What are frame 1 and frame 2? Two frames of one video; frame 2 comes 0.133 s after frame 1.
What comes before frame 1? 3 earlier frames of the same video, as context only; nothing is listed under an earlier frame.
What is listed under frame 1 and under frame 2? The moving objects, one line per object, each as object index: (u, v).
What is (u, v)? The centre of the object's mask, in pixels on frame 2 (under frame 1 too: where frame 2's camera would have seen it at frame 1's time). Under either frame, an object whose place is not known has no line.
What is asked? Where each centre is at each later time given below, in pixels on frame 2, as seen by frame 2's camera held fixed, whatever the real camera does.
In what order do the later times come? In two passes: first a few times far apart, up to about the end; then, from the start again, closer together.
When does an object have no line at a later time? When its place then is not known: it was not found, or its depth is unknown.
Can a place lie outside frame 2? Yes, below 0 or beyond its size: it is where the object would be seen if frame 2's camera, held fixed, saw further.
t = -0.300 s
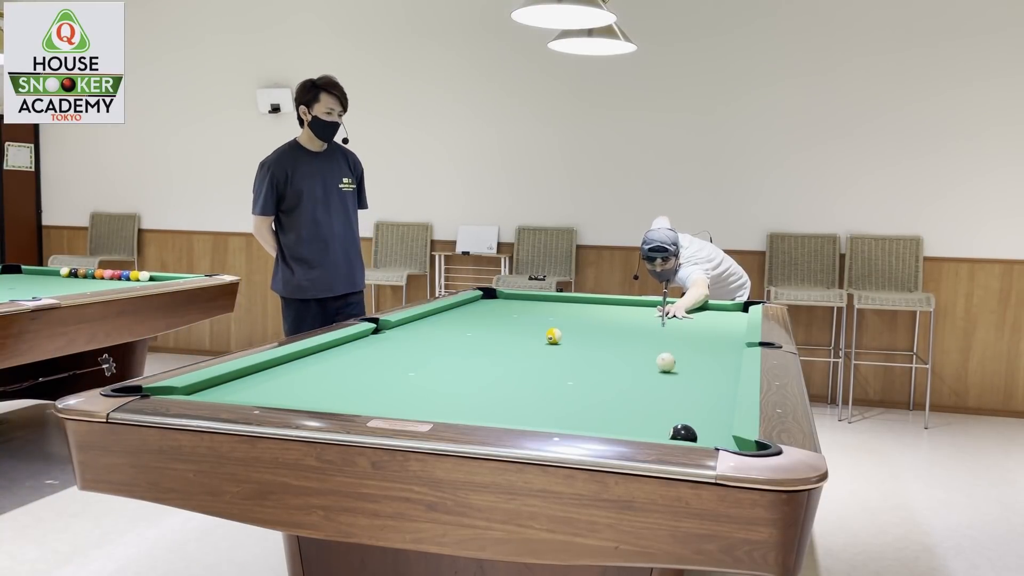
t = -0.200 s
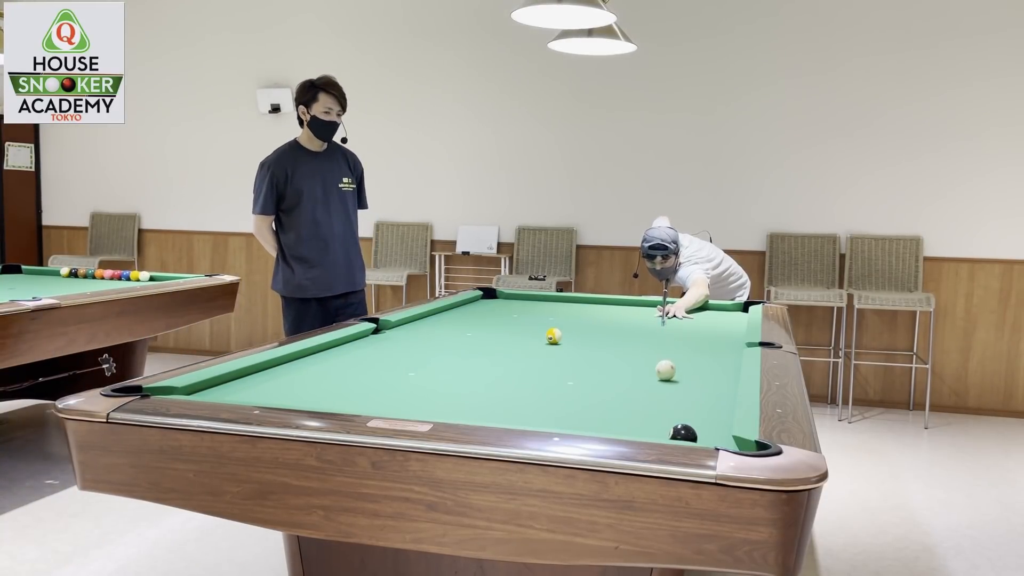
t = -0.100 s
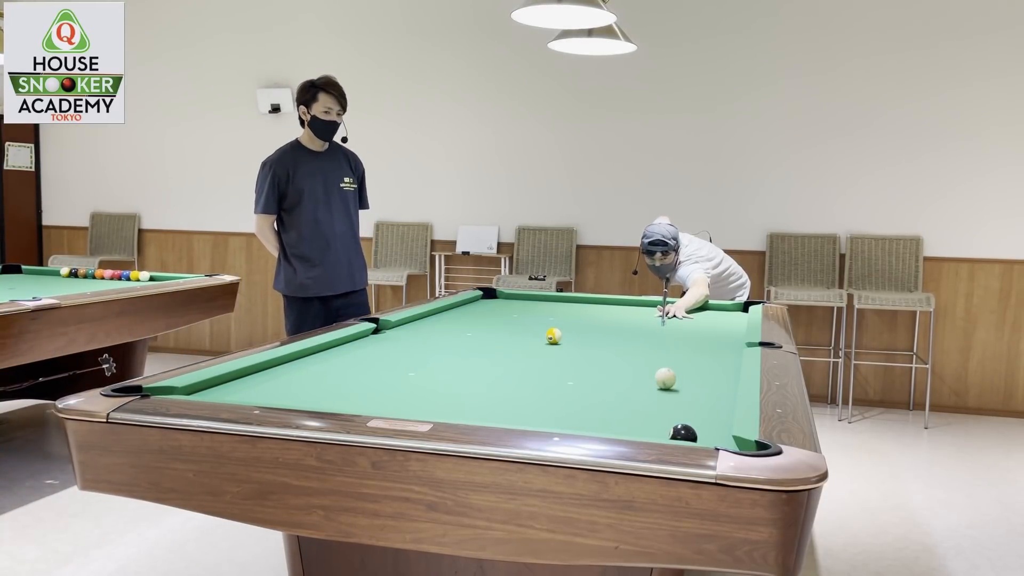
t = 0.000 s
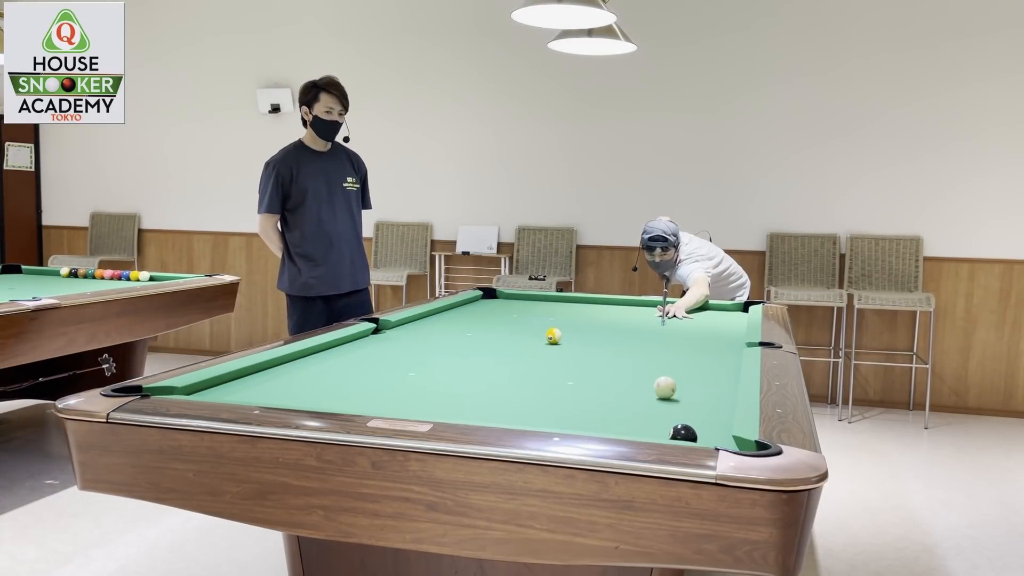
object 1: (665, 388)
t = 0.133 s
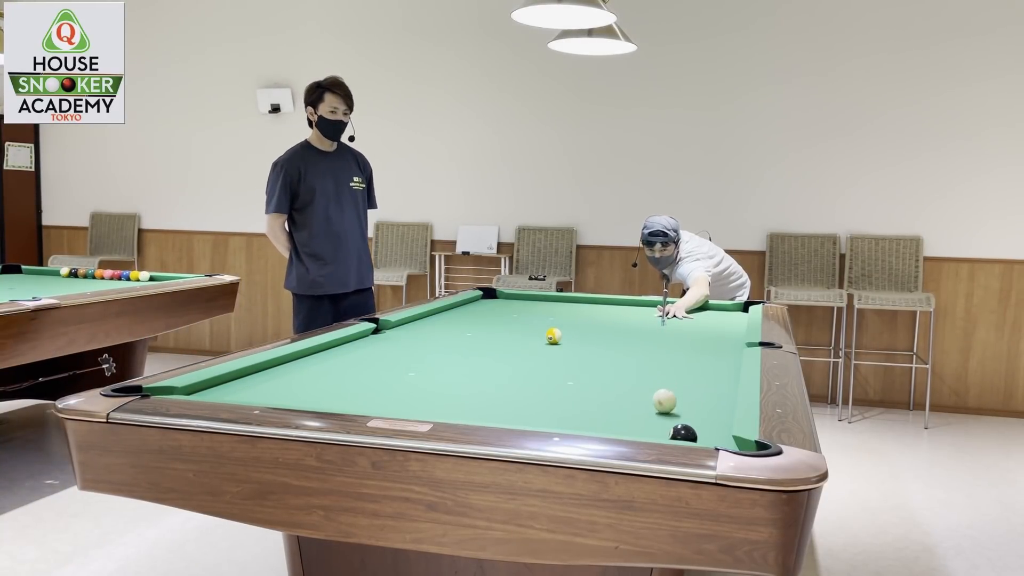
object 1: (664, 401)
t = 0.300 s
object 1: (663, 421)
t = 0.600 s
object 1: (615, 425)
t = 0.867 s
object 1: (571, 412)
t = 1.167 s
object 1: (530, 396)
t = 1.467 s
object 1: (496, 383)
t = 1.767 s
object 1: (467, 372)
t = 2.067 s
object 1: (443, 362)
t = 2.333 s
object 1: (424, 355)
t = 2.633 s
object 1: (405, 348)
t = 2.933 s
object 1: (389, 342)
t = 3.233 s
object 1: (374, 336)
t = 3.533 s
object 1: (375, 333)
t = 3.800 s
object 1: (390, 332)
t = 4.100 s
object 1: (406, 331)
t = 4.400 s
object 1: (419, 330)
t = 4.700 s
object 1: (430, 329)
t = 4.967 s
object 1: (438, 328)
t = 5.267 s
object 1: (446, 328)
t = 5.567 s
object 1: (452, 327)
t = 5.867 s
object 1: (457, 327)
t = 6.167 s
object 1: (460, 327)
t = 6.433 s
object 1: (461, 327)
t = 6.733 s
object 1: (461, 327)
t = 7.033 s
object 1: (461, 327)
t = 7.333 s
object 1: (461, 327)
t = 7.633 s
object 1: (461, 327)
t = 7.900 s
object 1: (461, 327)
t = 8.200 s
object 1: (461, 327)
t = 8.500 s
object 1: (461, 327)
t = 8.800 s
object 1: (461, 327)
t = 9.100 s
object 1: (461, 327)
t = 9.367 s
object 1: (461, 327)
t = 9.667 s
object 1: (461, 327)
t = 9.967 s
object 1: (461, 327)
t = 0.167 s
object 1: (664, 405)
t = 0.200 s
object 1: (664, 409)
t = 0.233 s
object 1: (664, 413)
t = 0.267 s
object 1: (664, 417)
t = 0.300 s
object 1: (663, 421)
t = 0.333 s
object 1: (662, 425)
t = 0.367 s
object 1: (661, 427)
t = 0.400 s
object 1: (657, 429)
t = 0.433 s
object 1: (648, 429)
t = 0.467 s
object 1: (640, 430)
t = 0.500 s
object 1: (633, 430)
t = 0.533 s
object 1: (626, 428)
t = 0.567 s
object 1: (620, 427)
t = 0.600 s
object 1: (615, 425)
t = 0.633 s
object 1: (608, 424)
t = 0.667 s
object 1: (603, 422)
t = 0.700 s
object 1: (597, 421)
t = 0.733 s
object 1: (591, 419)
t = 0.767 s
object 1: (586, 418)
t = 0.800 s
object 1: (581, 416)
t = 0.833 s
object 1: (576, 414)
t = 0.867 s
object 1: (571, 412)
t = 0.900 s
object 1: (566, 410)
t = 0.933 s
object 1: (561, 408)
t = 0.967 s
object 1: (556, 406)
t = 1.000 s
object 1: (551, 404)
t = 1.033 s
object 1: (547, 403)
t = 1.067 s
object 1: (542, 401)
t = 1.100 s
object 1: (538, 399)
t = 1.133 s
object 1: (534, 398)
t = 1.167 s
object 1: (530, 396)
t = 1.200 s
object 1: (526, 395)
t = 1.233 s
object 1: (522, 393)
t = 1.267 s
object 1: (518, 391)
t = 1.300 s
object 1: (514, 390)
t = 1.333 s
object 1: (511, 388)
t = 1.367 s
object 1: (507, 387)
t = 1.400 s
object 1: (503, 386)
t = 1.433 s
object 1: (499, 384)
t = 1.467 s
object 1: (496, 383)
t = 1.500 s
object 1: (493, 382)
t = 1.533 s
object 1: (489, 380)
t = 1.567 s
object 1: (486, 379)
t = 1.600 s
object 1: (483, 378)
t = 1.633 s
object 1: (480, 377)
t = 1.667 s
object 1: (476, 375)
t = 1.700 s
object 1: (473, 374)
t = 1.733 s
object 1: (470, 373)
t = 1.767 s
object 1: (467, 372)
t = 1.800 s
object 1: (464, 371)
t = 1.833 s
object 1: (462, 370)
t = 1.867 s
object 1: (459, 369)
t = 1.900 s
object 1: (456, 368)
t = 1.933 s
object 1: (453, 367)
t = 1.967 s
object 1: (451, 365)
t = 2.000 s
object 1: (448, 365)
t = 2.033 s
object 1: (445, 364)
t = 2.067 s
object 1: (443, 362)
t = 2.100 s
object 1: (440, 362)
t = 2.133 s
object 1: (438, 361)
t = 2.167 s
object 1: (435, 360)
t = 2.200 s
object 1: (433, 359)
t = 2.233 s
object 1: (431, 358)
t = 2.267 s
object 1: (428, 357)
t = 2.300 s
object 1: (426, 356)
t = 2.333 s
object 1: (424, 355)
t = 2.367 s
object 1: (421, 355)
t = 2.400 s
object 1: (419, 354)
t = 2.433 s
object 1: (417, 353)
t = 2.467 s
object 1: (415, 352)
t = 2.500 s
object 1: (413, 351)
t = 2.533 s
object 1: (411, 350)
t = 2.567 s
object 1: (409, 350)
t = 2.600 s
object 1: (407, 349)
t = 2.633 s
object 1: (405, 348)
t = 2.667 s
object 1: (403, 347)
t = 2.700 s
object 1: (401, 347)
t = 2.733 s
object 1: (399, 346)
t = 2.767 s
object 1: (398, 345)
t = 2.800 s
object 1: (396, 345)
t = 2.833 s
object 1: (394, 344)
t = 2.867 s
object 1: (392, 343)
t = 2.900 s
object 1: (390, 342)
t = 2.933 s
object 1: (389, 342)
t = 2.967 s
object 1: (387, 341)
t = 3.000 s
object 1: (385, 341)
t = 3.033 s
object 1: (384, 340)
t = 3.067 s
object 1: (382, 339)
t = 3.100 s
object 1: (380, 339)
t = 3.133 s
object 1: (379, 338)
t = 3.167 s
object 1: (377, 337)
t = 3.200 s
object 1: (376, 337)
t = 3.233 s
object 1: (374, 336)
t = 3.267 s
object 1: (373, 336)
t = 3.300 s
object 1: (371, 335)
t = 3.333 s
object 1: (370, 335)
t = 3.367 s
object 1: (368, 334)
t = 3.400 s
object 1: (367, 334)
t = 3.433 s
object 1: (369, 334)
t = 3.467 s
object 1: (371, 333)
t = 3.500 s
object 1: (373, 333)
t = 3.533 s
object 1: (375, 333)
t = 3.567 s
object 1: (377, 333)
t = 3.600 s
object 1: (379, 333)
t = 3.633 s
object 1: (381, 333)
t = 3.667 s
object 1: (383, 332)
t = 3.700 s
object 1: (385, 332)
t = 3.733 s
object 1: (387, 332)
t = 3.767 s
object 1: (389, 332)
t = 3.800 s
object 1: (390, 332)
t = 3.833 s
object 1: (392, 332)
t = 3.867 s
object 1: (394, 332)
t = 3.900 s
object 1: (396, 331)
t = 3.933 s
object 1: (398, 331)
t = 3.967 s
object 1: (399, 331)
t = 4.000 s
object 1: (401, 331)
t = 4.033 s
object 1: (403, 331)
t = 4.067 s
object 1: (404, 331)
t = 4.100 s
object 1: (406, 331)
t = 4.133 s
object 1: (407, 331)
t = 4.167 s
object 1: (409, 330)
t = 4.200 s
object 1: (411, 330)
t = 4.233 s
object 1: (412, 330)
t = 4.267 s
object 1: (413, 330)
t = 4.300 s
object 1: (415, 330)
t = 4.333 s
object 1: (416, 330)
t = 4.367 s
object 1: (418, 330)
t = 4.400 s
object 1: (419, 330)
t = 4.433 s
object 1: (420, 330)
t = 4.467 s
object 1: (422, 330)
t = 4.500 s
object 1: (423, 329)
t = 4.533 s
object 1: (424, 329)
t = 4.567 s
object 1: (425, 329)
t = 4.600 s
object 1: (427, 329)
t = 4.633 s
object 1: (428, 329)
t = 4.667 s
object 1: (429, 329)
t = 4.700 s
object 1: (430, 329)
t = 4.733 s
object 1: (431, 329)
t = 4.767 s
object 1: (433, 329)
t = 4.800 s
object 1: (433, 329)
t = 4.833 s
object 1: (434, 328)
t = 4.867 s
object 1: (435, 328)
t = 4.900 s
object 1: (436, 328)
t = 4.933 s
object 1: (437, 328)
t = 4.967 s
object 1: (438, 328)
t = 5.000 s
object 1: (439, 328)
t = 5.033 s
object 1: (440, 328)
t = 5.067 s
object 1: (441, 328)
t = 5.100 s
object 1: (442, 328)
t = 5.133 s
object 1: (443, 328)
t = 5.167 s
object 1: (444, 328)
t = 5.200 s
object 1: (445, 328)
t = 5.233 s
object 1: (445, 328)
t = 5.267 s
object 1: (446, 328)
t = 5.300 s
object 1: (447, 328)
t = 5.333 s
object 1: (448, 328)
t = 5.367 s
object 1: (449, 327)
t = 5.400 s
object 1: (449, 327)
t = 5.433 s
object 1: (450, 327)
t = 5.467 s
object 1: (450, 327)
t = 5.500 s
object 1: (451, 327)
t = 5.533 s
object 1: (451, 327)
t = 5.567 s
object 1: (452, 327)
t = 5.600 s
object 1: (453, 327)
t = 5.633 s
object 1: (453, 327)
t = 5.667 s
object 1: (454, 327)
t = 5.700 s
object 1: (454, 327)
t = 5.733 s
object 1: (455, 327)
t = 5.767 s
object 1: (455, 327)
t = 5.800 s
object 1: (456, 327)
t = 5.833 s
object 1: (456, 327)
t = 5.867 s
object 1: (457, 327)
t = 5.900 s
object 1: (457, 327)
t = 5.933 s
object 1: (458, 327)
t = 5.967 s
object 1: (458, 327)
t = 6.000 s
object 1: (459, 327)
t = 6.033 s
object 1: (459, 327)
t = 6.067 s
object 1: (459, 327)
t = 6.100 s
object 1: (459, 327)
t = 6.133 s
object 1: (460, 327)
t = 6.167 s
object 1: (460, 327)
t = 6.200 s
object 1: (460, 327)
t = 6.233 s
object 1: (460, 327)
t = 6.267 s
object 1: (460, 327)
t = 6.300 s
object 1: (461, 327)
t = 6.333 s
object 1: (461, 327)
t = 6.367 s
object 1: (461, 327)
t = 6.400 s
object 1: (461, 327)
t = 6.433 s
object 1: (461, 327)
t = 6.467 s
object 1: (461, 327)
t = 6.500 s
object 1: (461, 327)
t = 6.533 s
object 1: (461, 327)
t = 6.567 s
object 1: (461, 327)
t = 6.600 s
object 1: (461, 327)
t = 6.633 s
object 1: (461, 327)
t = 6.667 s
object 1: (461, 327)
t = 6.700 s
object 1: (461, 327)
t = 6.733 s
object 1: (461, 327)
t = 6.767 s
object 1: (461, 327)
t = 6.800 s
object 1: (461, 327)
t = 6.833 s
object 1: (461, 327)
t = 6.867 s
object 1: (461, 327)
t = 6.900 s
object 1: (461, 327)
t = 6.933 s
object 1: (461, 327)
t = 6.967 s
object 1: (461, 327)
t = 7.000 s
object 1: (461, 327)
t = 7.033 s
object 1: (461, 327)
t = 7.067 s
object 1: (461, 327)
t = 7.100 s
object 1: (461, 327)
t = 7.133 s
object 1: (461, 327)
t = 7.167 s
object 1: (461, 327)
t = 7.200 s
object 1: (461, 327)
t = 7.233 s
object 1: (461, 327)
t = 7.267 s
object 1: (461, 327)
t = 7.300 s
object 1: (461, 327)
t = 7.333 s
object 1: (461, 327)
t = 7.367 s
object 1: (461, 327)
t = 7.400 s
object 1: (461, 327)
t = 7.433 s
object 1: (461, 327)
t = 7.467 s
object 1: (461, 327)
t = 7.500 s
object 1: (461, 327)
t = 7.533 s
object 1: (461, 327)
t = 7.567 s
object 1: (461, 327)
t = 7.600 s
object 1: (461, 327)
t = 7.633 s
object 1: (461, 327)
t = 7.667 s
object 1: (461, 327)
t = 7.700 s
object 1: (461, 327)
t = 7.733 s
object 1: (461, 327)
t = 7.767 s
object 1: (461, 327)
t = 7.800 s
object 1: (461, 327)
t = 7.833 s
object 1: (461, 327)
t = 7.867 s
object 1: (461, 327)
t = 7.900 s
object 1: (461, 327)
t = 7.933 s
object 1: (461, 327)
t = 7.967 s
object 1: (461, 327)
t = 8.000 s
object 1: (461, 327)
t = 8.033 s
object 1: (461, 327)
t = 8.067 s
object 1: (461, 327)
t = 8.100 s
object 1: (461, 327)
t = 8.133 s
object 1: (461, 327)
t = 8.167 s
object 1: (461, 327)
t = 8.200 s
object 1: (461, 327)
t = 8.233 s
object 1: (461, 327)
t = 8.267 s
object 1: (461, 327)
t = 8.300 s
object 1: (461, 327)
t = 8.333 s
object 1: (461, 327)
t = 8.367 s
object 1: (461, 327)
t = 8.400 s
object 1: (461, 327)
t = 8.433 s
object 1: (461, 327)
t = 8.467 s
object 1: (461, 327)
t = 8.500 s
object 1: (461, 327)
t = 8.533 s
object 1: (461, 327)
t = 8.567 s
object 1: (461, 327)
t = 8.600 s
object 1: (461, 327)
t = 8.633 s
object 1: (461, 327)
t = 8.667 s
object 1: (461, 327)
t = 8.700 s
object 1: (461, 327)
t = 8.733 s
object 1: (461, 327)
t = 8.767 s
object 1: (461, 327)
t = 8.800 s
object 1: (461, 327)
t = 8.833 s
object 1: (461, 327)
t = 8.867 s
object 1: (461, 327)
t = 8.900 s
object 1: (461, 327)
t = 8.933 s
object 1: (461, 327)
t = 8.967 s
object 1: (461, 327)
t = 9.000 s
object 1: (461, 327)
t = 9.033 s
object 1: (461, 327)
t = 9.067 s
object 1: (461, 327)
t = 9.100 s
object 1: (461, 327)
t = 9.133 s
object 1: (461, 327)
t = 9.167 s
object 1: (461, 327)
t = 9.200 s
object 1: (461, 327)
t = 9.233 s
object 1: (461, 327)
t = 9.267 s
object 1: (461, 327)
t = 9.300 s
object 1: (461, 327)
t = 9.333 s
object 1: (461, 327)
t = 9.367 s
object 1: (461, 327)
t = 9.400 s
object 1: (461, 327)
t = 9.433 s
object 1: (461, 327)
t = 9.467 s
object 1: (461, 327)
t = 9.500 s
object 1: (461, 327)
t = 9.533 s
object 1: (461, 327)
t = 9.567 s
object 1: (461, 327)
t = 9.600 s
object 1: (461, 327)
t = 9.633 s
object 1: (461, 327)
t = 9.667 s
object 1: (461, 327)
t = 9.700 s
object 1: (461, 327)
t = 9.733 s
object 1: (461, 327)
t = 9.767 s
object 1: (461, 327)
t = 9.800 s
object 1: (461, 327)
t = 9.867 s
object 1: (461, 327)
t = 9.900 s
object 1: (461, 327)
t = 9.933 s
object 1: (461, 327)
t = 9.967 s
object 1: (461, 327)
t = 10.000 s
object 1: (461, 327)
